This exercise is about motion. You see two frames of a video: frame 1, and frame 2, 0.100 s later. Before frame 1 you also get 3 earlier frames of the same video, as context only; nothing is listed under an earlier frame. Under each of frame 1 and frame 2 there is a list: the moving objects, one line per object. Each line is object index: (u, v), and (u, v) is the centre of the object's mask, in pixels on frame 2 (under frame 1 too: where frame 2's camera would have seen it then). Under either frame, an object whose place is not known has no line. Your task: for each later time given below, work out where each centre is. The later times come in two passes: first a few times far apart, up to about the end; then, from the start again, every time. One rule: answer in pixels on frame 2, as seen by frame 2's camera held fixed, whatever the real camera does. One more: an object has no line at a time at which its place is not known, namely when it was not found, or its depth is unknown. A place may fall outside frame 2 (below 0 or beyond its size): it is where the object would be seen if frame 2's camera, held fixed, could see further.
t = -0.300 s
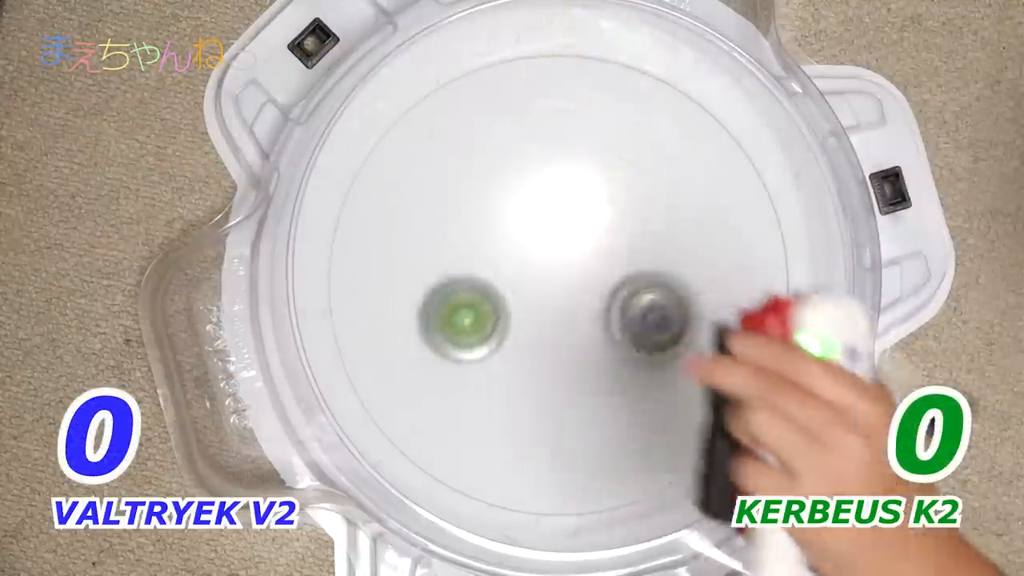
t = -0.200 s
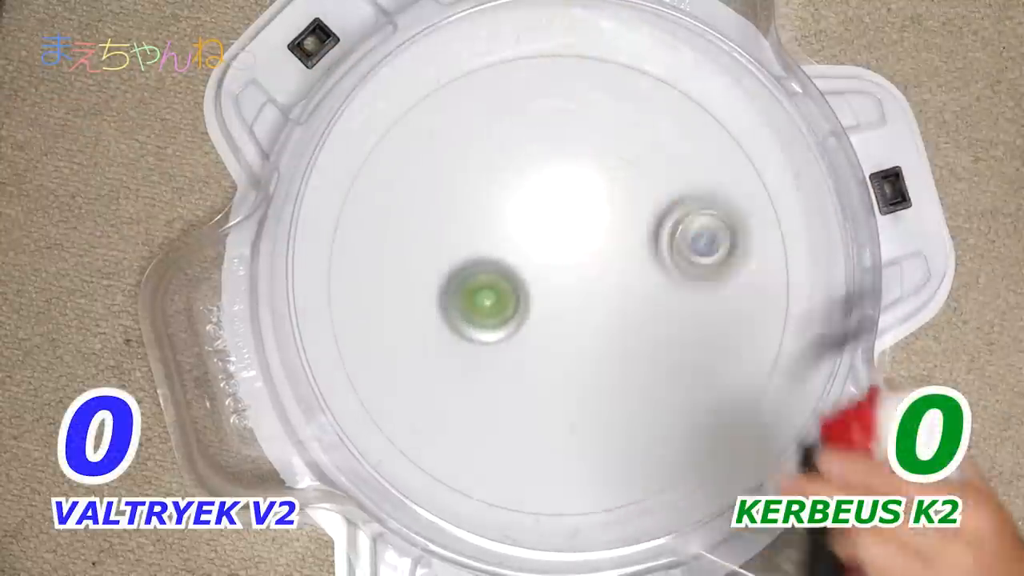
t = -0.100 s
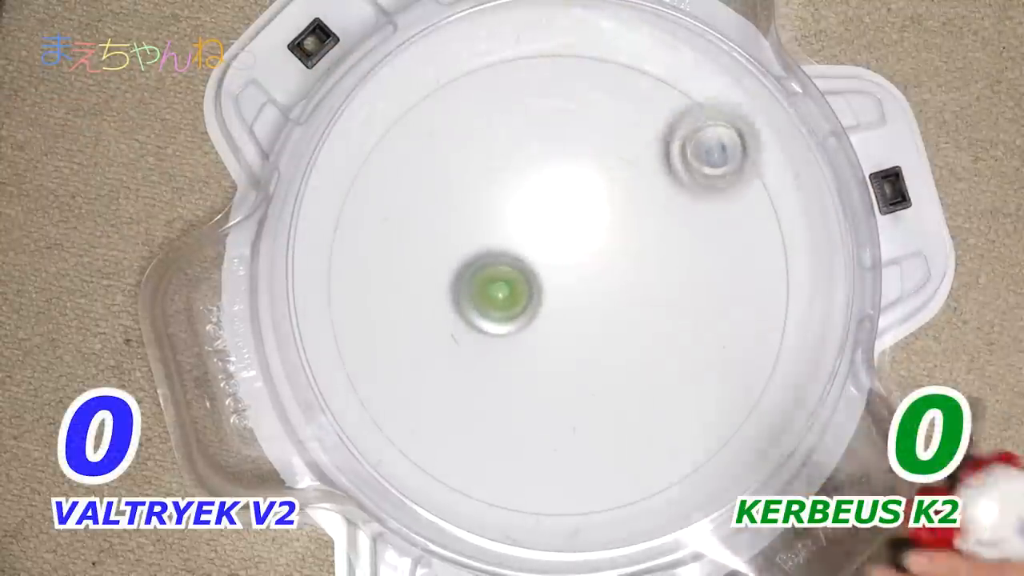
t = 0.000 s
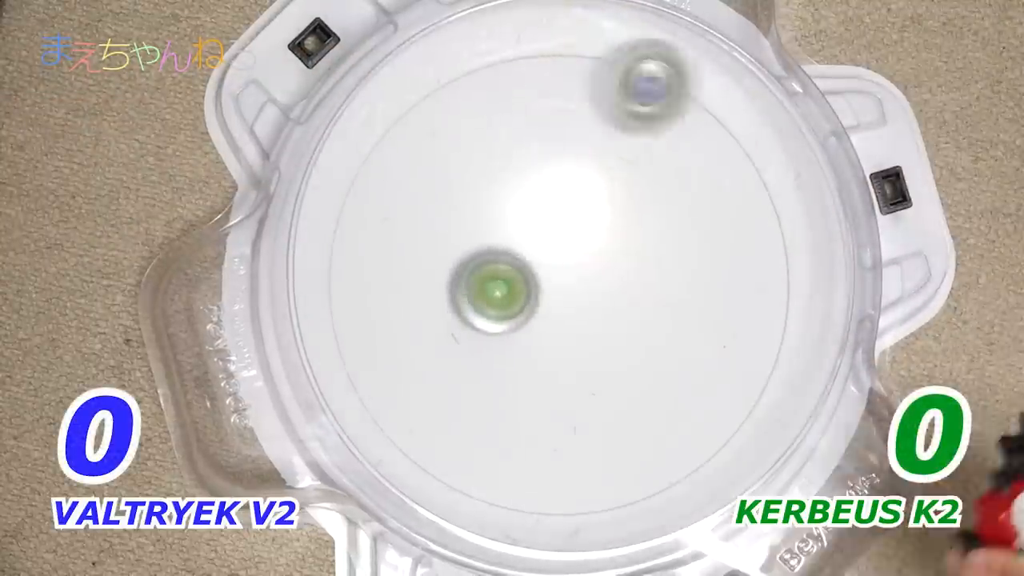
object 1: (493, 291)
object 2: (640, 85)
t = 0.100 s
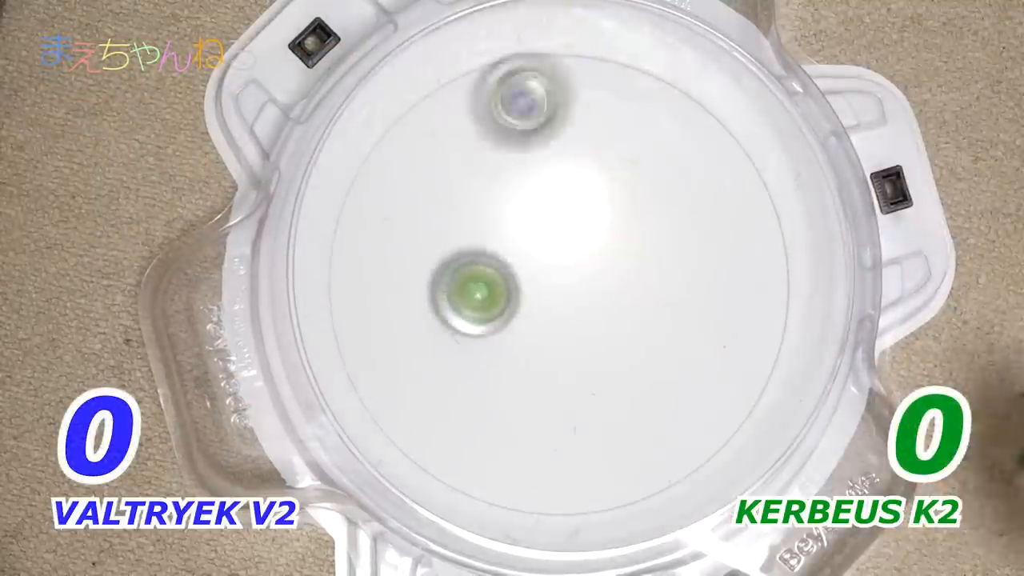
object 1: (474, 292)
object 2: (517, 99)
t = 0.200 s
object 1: (447, 303)
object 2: (466, 180)
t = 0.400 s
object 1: (406, 437)
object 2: (577, 285)
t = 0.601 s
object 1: (548, 388)
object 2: (702, 298)
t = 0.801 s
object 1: (560, 299)
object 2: (736, 217)
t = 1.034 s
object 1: (476, 201)
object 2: (600, 224)
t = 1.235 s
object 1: (410, 209)
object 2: (546, 348)
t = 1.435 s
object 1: (438, 250)
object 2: (593, 438)
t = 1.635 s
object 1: (510, 265)
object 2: (659, 395)
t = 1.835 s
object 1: (532, 148)
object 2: (636, 412)
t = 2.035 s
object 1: (500, 47)
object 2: (677, 451)
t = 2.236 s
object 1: (493, 123)
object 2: (671, 409)
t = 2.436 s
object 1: (523, 233)
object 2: (570, 371)
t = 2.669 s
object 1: (598, 301)
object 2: (452, 372)
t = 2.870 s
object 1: (640, 338)
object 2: (402, 397)
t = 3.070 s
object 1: (652, 356)
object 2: (443, 357)
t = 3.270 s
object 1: (632, 355)
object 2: (481, 259)
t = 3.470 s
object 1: (588, 346)
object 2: (506, 173)
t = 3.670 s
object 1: (535, 334)
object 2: (523, 112)
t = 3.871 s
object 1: (487, 316)
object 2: (538, 133)
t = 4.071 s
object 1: (462, 297)
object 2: (601, 206)
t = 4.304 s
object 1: (468, 274)
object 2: (675, 274)
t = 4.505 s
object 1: (496, 247)
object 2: (708, 312)
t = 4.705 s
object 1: (537, 218)
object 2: (666, 331)
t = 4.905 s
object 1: (577, 203)
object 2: (591, 362)
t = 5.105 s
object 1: (610, 214)
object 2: (521, 386)
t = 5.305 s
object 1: (631, 237)
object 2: (477, 387)
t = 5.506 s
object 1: (630, 272)
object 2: (473, 342)
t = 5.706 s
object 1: (613, 312)
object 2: (482, 271)
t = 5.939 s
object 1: (582, 349)
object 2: (494, 196)
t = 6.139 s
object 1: (552, 357)
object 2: (512, 166)
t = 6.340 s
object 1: (523, 344)
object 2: (557, 192)
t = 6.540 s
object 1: (500, 313)
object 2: (609, 233)
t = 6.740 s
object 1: (491, 274)
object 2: (653, 272)
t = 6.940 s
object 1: (500, 236)
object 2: (654, 302)
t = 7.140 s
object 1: (521, 211)
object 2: (612, 330)
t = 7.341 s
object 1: (549, 211)
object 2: (561, 352)
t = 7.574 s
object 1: (589, 235)
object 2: (513, 353)
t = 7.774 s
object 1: (616, 268)
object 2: (495, 326)
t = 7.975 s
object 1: (621, 302)
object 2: (498, 281)
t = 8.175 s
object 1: (606, 331)
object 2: (507, 233)
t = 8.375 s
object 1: (576, 342)
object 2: (524, 209)
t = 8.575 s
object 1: (539, 334)
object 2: (558, 221)
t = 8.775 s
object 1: (508, 313)
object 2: (594, 249)
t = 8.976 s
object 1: (495, 282)
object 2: (619, 279)
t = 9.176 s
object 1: (501, 249)
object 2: (616, 305)
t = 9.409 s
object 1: (529, 222)
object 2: (583, 321)
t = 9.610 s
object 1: (565, 222)
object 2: (549, 320)
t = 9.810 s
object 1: (597, 241)
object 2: (518, 307)
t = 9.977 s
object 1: (613, 265)
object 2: (505, 290)
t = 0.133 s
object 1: (465, 294)
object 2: (492, 120)
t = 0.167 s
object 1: (455, 298)
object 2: (476, 148)
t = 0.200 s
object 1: (447, 303)
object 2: (466, 180)
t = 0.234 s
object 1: (442, 308)
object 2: (464, 213)
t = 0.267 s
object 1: (413, 345)
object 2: (486, 223)
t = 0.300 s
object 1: (392, 381)
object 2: (508, 234)
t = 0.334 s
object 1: (382, 409)
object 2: (531, 251)
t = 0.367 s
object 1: (393, 423)
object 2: (554, 270)
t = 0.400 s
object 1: (406, 437)
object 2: (577, 285)
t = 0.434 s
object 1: (433, 436)
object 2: (598, 295)
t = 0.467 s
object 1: (461, 431)
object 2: (620, 303)
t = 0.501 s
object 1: (488, 424)
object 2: (643, 307)
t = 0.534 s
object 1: (513, 414)
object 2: (664, 307)
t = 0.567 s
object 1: (533, 402)
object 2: (685, 305)
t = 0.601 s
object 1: (548, 388)
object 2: (702, 298)
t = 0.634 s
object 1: (560, 372)
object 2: (718, 289)
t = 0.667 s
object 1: (567, 357)
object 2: (732, 277)
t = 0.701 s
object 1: (570, 341)
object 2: (741, 261)
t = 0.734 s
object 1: (569, 326)
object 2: (749, 247)
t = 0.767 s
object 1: (566, 312)
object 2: (747, 232)
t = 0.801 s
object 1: (560, 299)
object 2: (736, 217)
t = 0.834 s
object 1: (552, 283)
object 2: (724, 204)
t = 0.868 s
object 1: (542, 266)
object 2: (708, 196)
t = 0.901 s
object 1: (531, 248)
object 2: (690, 194)
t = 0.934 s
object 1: (518, 234)
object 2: (668, 194)
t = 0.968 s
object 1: (504, 220)
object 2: (645, 199)
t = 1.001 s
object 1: (490, 209)
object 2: (621, 208)
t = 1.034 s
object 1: (476, 201)
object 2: (600, 224)
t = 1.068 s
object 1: (461, 195)
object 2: (582, 245)
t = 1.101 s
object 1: (447, 193)
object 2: (566, 266)
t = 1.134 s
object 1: (433, 193)
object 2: (555, 288)
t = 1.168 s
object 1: (422, 196)
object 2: (546, 309)
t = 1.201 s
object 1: (414, 202)
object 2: (542, 329)
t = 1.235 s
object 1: (410, 209)
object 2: (546, 348)
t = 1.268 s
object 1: (409, 216)
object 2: (548, 368)
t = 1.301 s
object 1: (410, 223)
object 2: (552, 387)
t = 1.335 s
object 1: (414, 230)
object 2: (558, 403)
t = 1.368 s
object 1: (420, 237)
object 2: (567, 417)
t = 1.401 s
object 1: (428, 244)
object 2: (578, 429)
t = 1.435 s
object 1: (438, 250)
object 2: (593, 438)
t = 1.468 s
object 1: (449, 255)
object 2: (607, 443)
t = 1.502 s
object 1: (460, 260)
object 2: (623, 442)
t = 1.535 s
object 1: (472, 262)
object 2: (638, 437)
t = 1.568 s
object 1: (484, 264)
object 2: (649, 427)
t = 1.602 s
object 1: (497, 265)
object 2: (657, 412)
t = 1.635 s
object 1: (510, 265)
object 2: (659, 395)
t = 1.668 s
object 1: (522, 264)
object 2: (658, 376)
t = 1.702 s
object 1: (535, 262)
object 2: (651, 356)
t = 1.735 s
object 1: (546, 260)
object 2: (640, 337)
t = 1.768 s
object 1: (557, 257)
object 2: (626, 321)
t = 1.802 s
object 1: (544, 204)
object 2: (629, 363)
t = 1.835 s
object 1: (532, 148)
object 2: (636, 412)
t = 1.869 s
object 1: (521, 98)
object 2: (643, 445)
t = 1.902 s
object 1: (514, 65)
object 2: (646, 468)
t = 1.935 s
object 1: (509, 53)
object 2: (653, 475)
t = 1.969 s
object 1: (505, 46)
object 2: (663, 469)
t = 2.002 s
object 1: (502, 45)
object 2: (671, 459)
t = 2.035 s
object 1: (500, 47)
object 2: (677, 451)
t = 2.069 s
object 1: (498, 52)
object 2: (683, 442)
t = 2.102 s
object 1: (496, 59)
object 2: (687, 436)
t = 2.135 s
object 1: (496, 68)
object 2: (689, 432)
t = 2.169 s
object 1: (495, 83)
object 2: (687, 427)
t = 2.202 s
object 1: (493, 103)
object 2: (680, 419)
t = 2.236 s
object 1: (493, 123)
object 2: (671, 409)
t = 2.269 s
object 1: (495, 143)
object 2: (658, 400)
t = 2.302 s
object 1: (497, 163)
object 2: (642, 392)
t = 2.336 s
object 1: (501, 182)
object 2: (625, 385)
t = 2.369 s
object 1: (507, 200)
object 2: (607, 379)
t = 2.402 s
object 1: (515, 217)
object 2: (590, 375)
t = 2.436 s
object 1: (523, 233)
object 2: (570, 371)
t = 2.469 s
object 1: (531, 249)
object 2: (553, 367)
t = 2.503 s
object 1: (542, 263)
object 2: (536, 364)
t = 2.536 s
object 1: (551, 275)
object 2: (518, 362)
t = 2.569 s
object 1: (564, 280)
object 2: (498, 363)
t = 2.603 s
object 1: (578, 286)
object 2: (481, 366)
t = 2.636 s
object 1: (589, 293)
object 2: (466, 369)
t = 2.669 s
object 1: (598, 301)
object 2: (452, 372)
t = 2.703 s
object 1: (607, 308)
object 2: (439, 375)
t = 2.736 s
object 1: (615, 315)
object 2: (427, 379)
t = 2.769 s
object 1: (622, 322)
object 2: (417, 384)
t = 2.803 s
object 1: (629, 328)
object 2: (408, 388)
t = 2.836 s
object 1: (635, 334)
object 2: (404, 393)
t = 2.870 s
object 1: (640, 338)
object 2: (402, 397)
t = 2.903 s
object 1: (644, 343)
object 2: (402, 398)
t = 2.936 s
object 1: (648, 347)
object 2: (407, 396)
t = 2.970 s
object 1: (650, 350)
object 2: (414, 392)
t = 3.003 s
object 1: (651, 352)
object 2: (424, 383)
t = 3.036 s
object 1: (652, 355)
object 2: (434, 371)
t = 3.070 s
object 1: (652, 356)
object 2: (443, 357)
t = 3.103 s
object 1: (651, 356)
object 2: (450, 343)
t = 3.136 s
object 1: (649, 356)
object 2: (457, 326)
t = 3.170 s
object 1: (646, 357)
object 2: (464, 309)
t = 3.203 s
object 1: (643, 357)
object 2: (470, 293)
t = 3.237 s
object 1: (638, 356)
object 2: (475, 276)
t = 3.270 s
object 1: (632, 355)
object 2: (481, 259)
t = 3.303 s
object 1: (627, 354)
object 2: (486, 244)
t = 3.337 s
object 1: (620, 353)
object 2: (490, 228)
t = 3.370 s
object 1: (613, 352)
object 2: (495, 214)
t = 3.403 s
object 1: (605, 350)
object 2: (500, 199)
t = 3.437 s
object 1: (597, 348)
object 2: (503, 186)
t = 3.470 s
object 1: (588, 346)
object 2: (506, 173)
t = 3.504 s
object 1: (580, 344)
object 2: (510, 160)
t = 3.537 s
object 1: (570, 342)
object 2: (513, 149)
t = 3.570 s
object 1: (562, 340)
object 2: (517, 138)
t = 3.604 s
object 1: (552, 339)
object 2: (518, 126)
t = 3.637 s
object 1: (544, 336)
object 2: (521, 118)
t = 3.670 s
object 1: (535, 334)
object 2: (523, 112)
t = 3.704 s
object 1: (526, 331)
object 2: (523, 108)
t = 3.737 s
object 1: (518, 329)
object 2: (523, 107)
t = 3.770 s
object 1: (509, 326)
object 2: (525, 110)
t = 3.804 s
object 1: (501, 322)
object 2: (529, 115)
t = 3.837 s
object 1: (494, 319)
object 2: (532, 123)
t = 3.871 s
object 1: (487, 316)
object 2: (538, 133)
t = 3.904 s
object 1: (481, 313)
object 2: (546, 145)
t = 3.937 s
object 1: (475, 310)
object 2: (555, 156)
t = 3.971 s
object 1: (470, 306)
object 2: (565, 169)
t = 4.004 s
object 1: (467, 303)
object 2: (577, 182)
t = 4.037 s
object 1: (464, 300)
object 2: (589, 194)
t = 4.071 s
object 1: (462, 297)
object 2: (601, 206)
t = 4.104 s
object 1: (461, 294)
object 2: (614, 218)
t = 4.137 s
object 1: (460, 291)
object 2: (624, 228)
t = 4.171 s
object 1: (461, 288)
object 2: (634, 238)
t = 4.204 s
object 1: (461, 284)
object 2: (643, 247)
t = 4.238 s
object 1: (463, 281)
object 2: (657, 257)
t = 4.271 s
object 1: (465, 278)
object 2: (667, 266)
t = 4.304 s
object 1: (468, 274)
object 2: (675, 274)
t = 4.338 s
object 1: (470, 270)
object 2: (683, 282)
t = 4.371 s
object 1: (475, 266)
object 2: (691, 290)
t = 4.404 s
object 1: (479, 261)
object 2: (697, 296)
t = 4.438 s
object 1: (484, 257)
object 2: (702, 302)
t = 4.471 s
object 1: (490, 252)
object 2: (706, 307)
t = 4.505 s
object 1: (496, 247)
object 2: (708, 312)
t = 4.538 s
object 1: (503, 242)
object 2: (707, 315)
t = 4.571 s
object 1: (510, 237)
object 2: (703, 318)
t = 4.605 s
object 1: (516, 232)
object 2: (696, 321)
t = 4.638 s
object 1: (523, 227)
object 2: (687, 324)
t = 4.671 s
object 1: (530, 223)
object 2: (678, 327)
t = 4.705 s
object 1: (537, 218)
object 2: (666, 331)
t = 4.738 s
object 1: (544, 215)
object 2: (654, 335)
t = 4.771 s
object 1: (551, 211)
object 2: (643, 340)
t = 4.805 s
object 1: (558, 208)
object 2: (630, 346)
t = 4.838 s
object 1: (564, 206)
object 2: (616, 351)
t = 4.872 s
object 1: (571, 204)
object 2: (604, 356)
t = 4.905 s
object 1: (577, 203)
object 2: (591, 362)
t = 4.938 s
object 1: (583, 203)
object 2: (578, 366)
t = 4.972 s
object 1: (589, 204)
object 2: (566, 371)
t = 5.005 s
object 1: (594, 205)
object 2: (554, 375)
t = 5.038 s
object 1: (600, 207)
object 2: (543, 380)
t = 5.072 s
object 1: (605, 210)
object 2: (532, 383)
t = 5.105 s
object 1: (610, 214)
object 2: (521, 386)
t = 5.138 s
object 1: (615, 216)
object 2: (511, 388)
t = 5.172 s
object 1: (619, 220)
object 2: (502, 389)
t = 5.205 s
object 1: (623, 223)
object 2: (493, 389)
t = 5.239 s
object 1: (627, 228)
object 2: (487, 389)
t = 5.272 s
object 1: (629, 232)
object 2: (481, 388)
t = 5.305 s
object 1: (631, 237)
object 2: (477, 387)
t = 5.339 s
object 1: (632, 243)
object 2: (473, 383)
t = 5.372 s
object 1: (633, 247)
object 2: (471, 378)
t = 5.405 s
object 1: (633, 253)
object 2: (471, 372)
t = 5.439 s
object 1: (632, 259)
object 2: (472, 363)
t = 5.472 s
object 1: (632, 265)
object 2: (473, 353)
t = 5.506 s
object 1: (630, 272)
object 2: (473, 342)
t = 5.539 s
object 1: (628, 278)
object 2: (474, 331)
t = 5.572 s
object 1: (626, 285)
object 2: (476, 319)
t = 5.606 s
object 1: (623, 291)
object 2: (477, 307)
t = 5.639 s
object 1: (620, 298)
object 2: (478, 295)
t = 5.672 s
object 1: (616, 305)
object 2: (480, 283)
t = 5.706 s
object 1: (613, 312)
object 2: (482, 271)
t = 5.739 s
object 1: (609, 319)
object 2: (483, 259)
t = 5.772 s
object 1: (604, 325)
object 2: (485, 248)
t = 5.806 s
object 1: (600, 331)
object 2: (486, 237)
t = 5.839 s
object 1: (596, 337)
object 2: (488, 226)
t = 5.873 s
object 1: (592, 341)
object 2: (490, 216)
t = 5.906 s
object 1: (587, 346)
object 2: (492, 206)
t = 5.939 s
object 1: (582, 349)
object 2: (494, 196)
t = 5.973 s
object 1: (577, 352)
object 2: (497, 189)
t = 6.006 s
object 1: (572, 355)
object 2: (500, 181)
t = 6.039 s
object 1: (567, 357)
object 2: (502, 174)
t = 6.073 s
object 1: (562, 358)
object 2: (505, 169)
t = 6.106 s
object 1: (556, 359)
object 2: (508, 166)
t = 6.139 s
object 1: (552, 357)
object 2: (512, 166)
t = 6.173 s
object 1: (547, 357)
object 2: (518, 169)
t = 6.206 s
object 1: (542, 356)
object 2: (525, 171)
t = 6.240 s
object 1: (537, 353)
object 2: (530, 177)
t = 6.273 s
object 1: (533, 351)
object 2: (540, 181)
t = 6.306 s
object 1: (528, 348)
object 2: (547, 187)
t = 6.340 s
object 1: (523, 344)
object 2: (557, 192)
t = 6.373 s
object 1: (519, 340)
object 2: (566, 198)
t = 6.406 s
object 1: (515, 336)
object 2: (575, 205)
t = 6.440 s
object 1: (510, 330)
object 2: (584, 212)
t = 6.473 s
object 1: (507, 325)
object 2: (593, 219)
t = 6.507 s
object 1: (503, 319)
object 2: (601, 226)
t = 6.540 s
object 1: (500, 313)
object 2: (609, 233)
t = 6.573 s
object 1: (498, 306)
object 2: (616, 240)
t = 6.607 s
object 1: (495, 301)
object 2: (627, 246)
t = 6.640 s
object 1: (493, 294)
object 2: (635, 253)
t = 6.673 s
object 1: (492, 287)
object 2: (639, 258)
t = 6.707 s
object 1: (492, 281)
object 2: (644, 264)
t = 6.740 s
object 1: (491, 274)
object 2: (653, 272)
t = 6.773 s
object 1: (491, 267)
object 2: (657, 278)
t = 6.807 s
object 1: (492, 261)
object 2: (660, 284)
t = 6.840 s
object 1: (494, 254)
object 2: (662, 289)
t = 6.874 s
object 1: (495, 247)
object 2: (661, 293)
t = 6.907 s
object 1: (498, 241)
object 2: (658, 297)
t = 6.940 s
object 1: (500, 236)
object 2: (654, 302)
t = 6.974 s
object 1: (502, 230)
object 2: (650, 307)
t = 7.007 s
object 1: (505, 225)
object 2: (643, 311)
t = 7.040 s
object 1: (509, 220)
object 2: (636, 316)
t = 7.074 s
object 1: (513, 217)
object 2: (629, 321)
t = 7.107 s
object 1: (516, 213)
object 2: (620, 325)
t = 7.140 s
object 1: (521, 211)
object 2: (612, 330)
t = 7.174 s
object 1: (525, 209)
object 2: (604, 335)
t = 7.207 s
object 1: (529, 209)
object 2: (595, 338)
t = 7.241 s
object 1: (534, 208)
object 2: (587, 343)
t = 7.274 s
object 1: (539, 208)
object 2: (578, 346)
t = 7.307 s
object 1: (544, 210)
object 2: (569, 349)
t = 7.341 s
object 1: (549, 211)
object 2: (561, 352)
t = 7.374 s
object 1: (554, 212)
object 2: (553, 355)
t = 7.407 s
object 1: (560, 214)
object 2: (544, 356)
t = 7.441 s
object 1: (566, 218)
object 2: (538, 358)
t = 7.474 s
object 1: (572, 221)
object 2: (531, 358)
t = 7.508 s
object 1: (578, 225)
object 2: (525, 358)
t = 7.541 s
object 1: (583, 229)
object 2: (519, 355)
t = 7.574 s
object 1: (589, 235)
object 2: (513, 353)
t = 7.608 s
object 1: (594, 240)
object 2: (508, 350)
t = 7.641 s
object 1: (599, 245)
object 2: (504, 347)
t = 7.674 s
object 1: (604, 250)
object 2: (500, 343)
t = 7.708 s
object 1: (608, 257)
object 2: (497, 338)
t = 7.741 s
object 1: (612, 262)
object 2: (496, 333)
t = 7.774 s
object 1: (616, 268)
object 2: (495, 326)
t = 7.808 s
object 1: (618, 274)
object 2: (495, 319)
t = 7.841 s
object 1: (621, 280)
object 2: (495, 313)
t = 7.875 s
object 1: (621, 286)
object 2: (496, 305)
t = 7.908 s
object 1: (621, 291)
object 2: (497, 297)
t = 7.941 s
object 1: (621, 297)
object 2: (498, 288)
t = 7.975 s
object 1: (621, 302)
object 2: (498, 281)
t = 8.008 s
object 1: (620, 308)
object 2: (500, 272)
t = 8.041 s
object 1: (618, 313)
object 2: (502, 264)
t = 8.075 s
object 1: (616, 318)
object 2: (503, 256)
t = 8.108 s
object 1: (613, 322)
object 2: (504, 247)
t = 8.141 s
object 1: (610, 327)
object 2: (506, 240)
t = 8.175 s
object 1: (606, 331)
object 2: (507, 233)
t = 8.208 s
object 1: (602, 334)
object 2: (508, 226)
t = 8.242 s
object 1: (597, 336)
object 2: (511, 221)
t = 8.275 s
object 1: (592, 338)
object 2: (515, 216)
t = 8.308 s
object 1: (588, 340)
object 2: (518, 212)
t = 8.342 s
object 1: (582, 341)
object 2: (520, 209)
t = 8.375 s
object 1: (576, 342)
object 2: (524, 209)
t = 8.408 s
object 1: (570, 341)
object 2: (529, 207)
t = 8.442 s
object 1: (564, 341)
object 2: (534, 208)
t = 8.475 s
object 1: (559, 340)
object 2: (540, 209)
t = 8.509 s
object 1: (552, 339)
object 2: (545, 213)
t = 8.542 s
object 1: (545, 337)
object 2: (552, 217)
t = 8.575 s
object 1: (539, 334)
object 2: (558, 221)
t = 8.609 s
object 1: (533, 331)
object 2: (563, 224)
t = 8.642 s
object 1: (528, 328)
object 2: (569, 229)
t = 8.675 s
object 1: (523, 325)
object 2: (575, 235)
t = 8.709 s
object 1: (518, 321)
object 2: (582, 239)
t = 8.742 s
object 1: (513, 317)
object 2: (589, 243)
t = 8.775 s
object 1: (508, 313)
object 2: (594, 249)
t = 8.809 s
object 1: (504, 308)
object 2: (596, 255)
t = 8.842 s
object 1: (501, 303)
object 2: (601, 260)
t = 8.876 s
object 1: (499, 297)
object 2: (610, 264)
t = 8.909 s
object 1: (498, 292)
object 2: (613, 270)
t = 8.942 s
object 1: (496, 287)
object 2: (617, 275)
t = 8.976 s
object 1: (495, 282)
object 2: (619, 279)
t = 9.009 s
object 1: (494, 276)
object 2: (620, 283)
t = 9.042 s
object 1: (495, 270)
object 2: (621, 288)
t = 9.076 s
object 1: (496, 265)
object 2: (621, 293)
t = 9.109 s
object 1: (497, 259)
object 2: (621, 297)
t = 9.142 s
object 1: (499, 254)
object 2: (619, 301)
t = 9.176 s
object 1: (501, 249)
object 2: (616, 305)
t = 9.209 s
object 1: (504, 244)
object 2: (613, 309)
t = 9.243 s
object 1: (507, 240)
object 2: (610, 311)
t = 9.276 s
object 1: (510, 235)
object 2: (605, 314)
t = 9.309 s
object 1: (514, 231)
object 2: (600, 317)
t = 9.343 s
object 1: (519, 227)
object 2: (595, 318)
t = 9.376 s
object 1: (524, 225)
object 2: (590, 320)
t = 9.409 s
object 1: (529, 222)
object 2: (583, 321)
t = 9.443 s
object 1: (534, 221)
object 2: (579, 322)
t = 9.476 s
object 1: (540, 220)
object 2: (573, 322)
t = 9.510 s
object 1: (546, 220)
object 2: (567, 322)
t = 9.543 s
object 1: (552, 220)
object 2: (562, 323)
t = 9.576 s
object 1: (558, 221)
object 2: (556, 321)
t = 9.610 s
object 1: (565, 222)
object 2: (549, 320)
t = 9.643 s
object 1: (570, 223)
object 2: (543, 320)
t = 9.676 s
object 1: (576, 225)
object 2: (537, 318)
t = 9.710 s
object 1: (581, 229)
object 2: (531, 315)
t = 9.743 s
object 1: (587, 233)
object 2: (526, 313)
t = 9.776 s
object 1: (592, 236)
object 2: (523, 311)
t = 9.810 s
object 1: (597, 241)
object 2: (518, 307)
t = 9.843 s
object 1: (601, 245)
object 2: (515, 305)
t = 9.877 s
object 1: (605, 250)
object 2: (513, 302)
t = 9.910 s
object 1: (608, 255)
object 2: (510, 298)
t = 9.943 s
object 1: (611, 260)
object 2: (507, 294)
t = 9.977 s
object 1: (613, 265)
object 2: (505, 290)
